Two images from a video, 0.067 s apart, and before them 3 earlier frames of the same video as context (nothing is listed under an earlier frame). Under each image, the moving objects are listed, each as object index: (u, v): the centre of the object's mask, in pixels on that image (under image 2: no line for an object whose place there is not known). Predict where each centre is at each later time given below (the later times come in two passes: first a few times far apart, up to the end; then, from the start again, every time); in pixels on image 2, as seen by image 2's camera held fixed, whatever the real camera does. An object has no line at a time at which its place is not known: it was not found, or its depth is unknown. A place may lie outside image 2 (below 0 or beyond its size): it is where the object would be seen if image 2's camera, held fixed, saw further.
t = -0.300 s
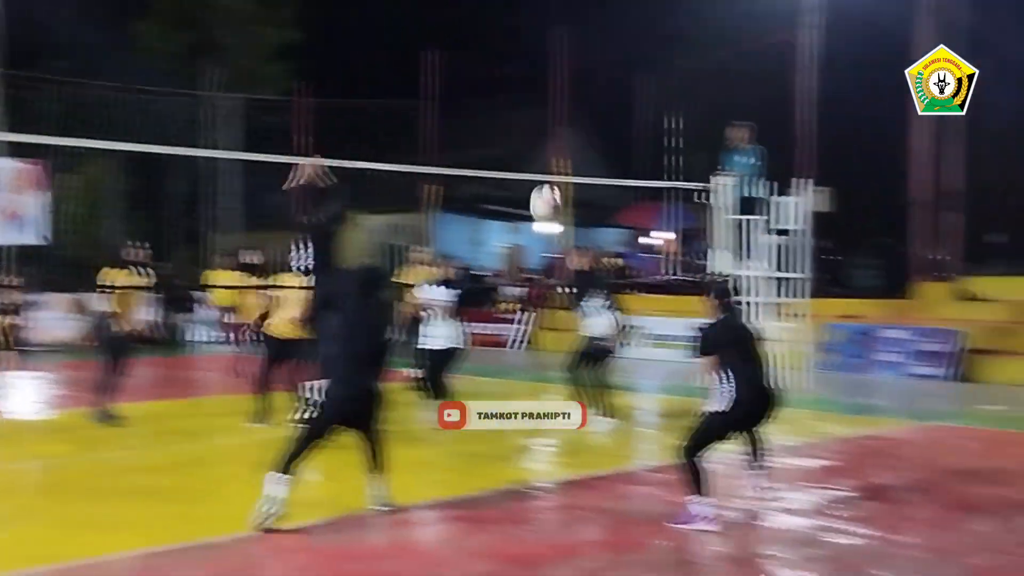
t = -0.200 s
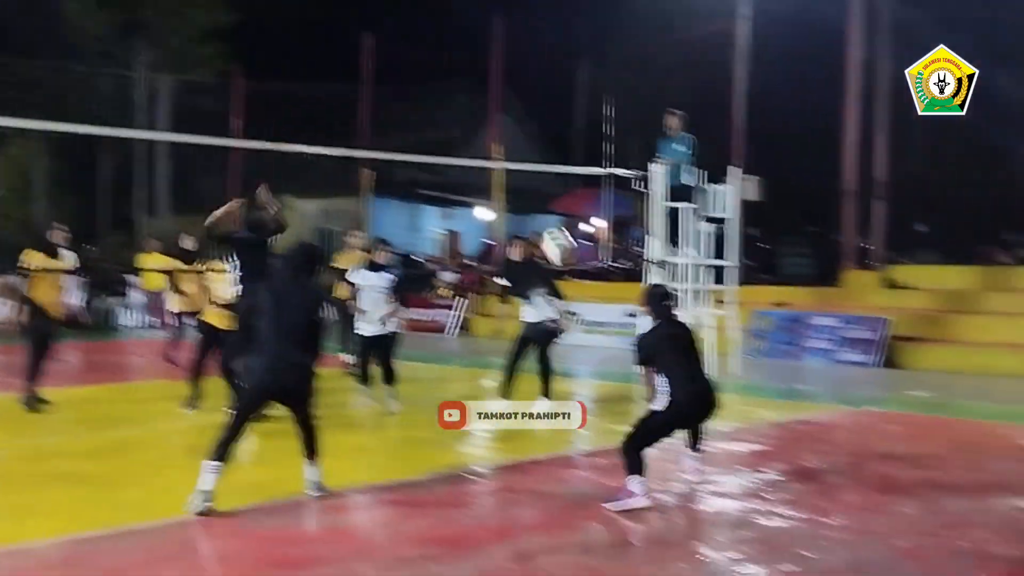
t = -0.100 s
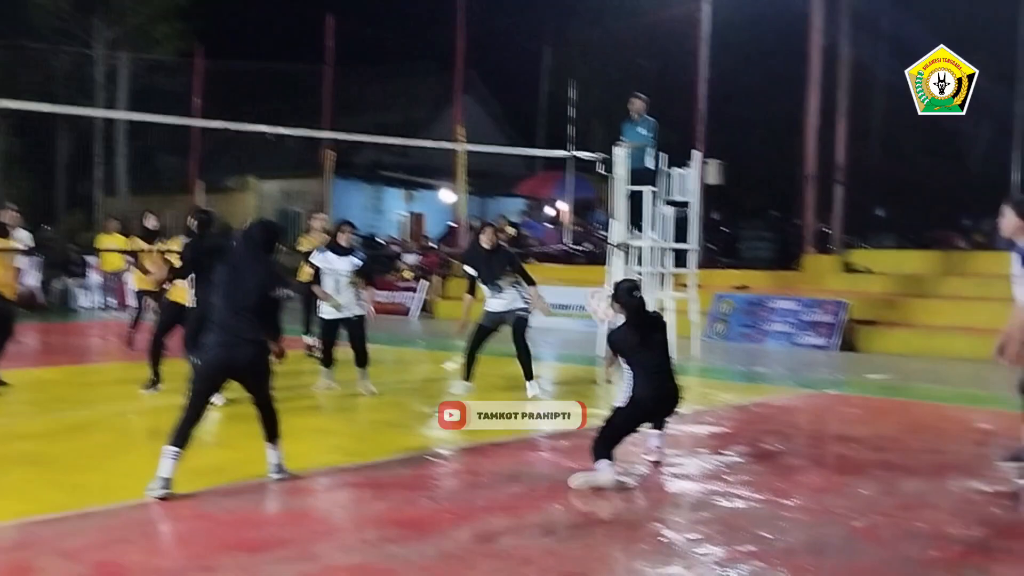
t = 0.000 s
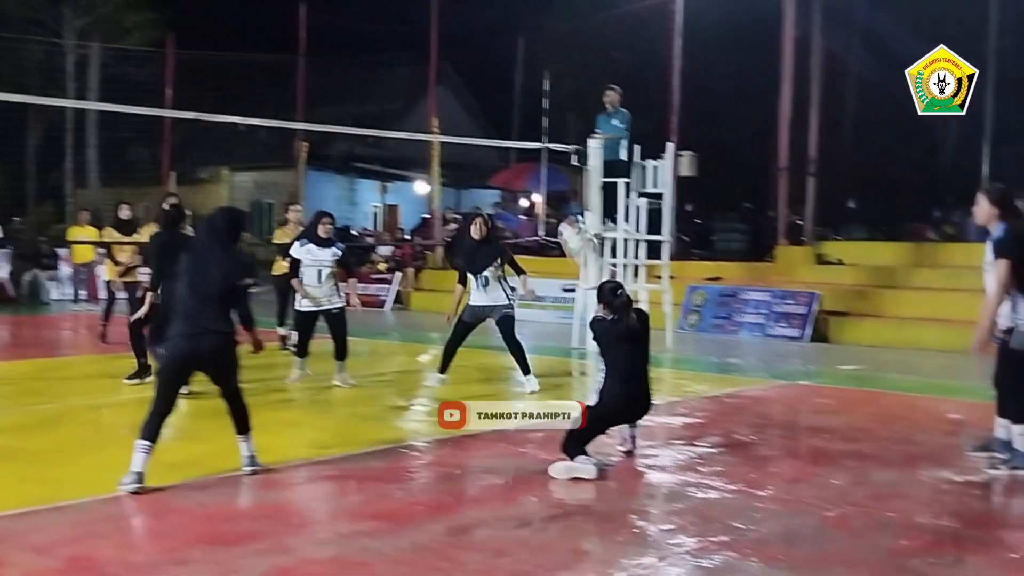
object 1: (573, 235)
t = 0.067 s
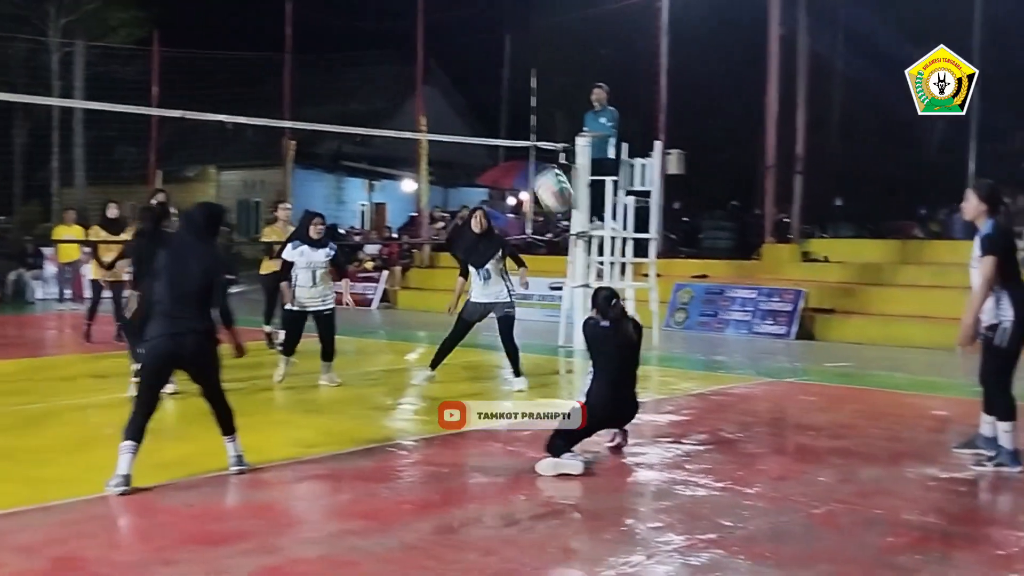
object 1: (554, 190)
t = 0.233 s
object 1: (519, 96)
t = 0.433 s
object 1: (479, 43)
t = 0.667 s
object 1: (433, 62)
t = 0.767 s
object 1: (413, 96)
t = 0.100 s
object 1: (544, 166)
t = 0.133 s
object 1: (540, 147)
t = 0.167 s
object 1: (533, 126)
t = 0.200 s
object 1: (526, 110)
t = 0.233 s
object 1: (519, 96)
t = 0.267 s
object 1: (513, 84)
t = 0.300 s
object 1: (507, 72)
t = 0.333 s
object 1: (499, 61)
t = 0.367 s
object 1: (493, 54)
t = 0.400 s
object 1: (486, 48)
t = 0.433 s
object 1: (479, 43)
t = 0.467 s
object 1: (472, 40)
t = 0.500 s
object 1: (465, 40)
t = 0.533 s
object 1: (459, 40)
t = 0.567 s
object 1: (453, 43)
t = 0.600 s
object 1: (445, 47)
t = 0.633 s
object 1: (439, 54)
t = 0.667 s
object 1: (433, 62)
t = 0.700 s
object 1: (426, 71)
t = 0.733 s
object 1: (419, 82)
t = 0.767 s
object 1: (413, 96)
